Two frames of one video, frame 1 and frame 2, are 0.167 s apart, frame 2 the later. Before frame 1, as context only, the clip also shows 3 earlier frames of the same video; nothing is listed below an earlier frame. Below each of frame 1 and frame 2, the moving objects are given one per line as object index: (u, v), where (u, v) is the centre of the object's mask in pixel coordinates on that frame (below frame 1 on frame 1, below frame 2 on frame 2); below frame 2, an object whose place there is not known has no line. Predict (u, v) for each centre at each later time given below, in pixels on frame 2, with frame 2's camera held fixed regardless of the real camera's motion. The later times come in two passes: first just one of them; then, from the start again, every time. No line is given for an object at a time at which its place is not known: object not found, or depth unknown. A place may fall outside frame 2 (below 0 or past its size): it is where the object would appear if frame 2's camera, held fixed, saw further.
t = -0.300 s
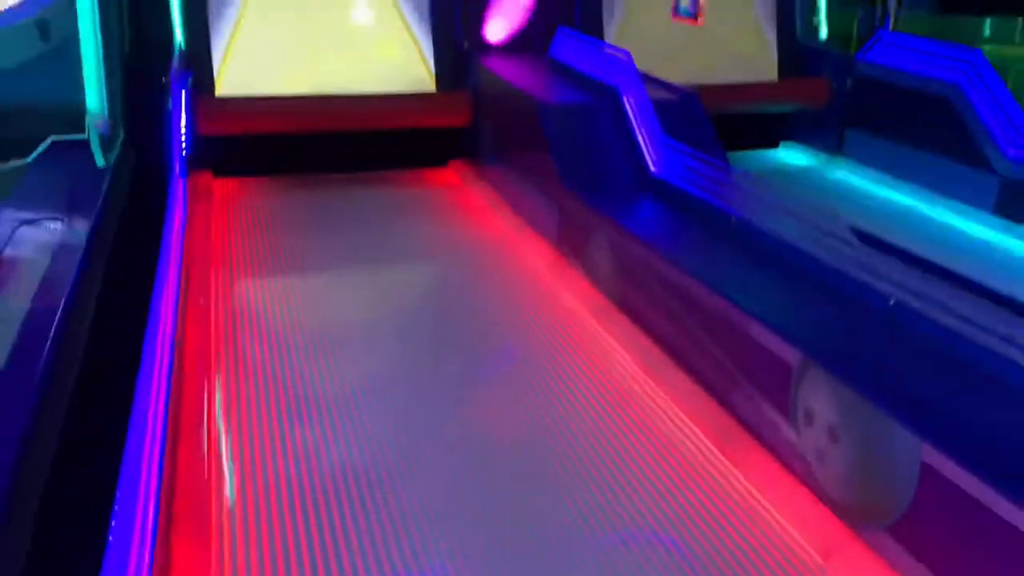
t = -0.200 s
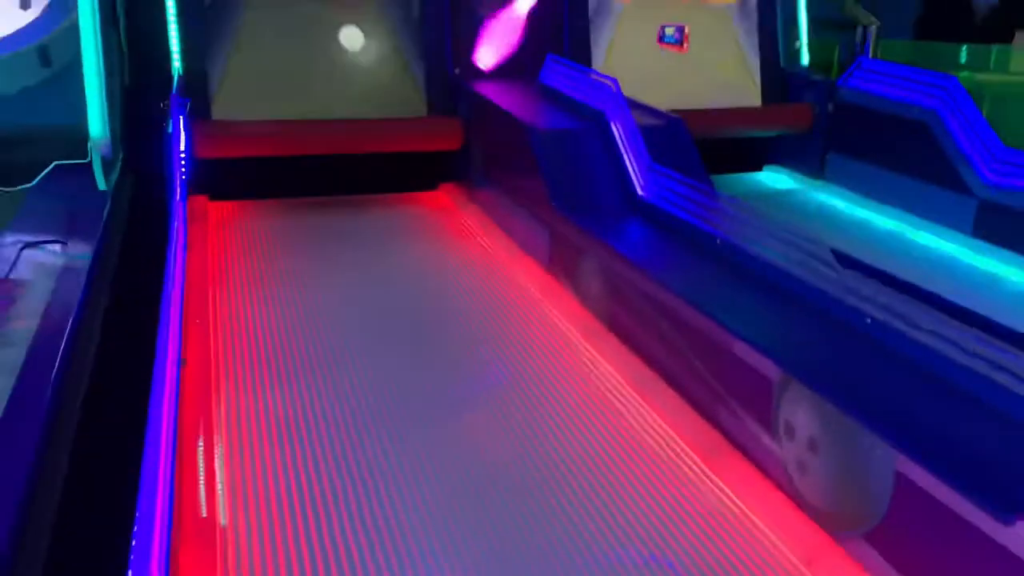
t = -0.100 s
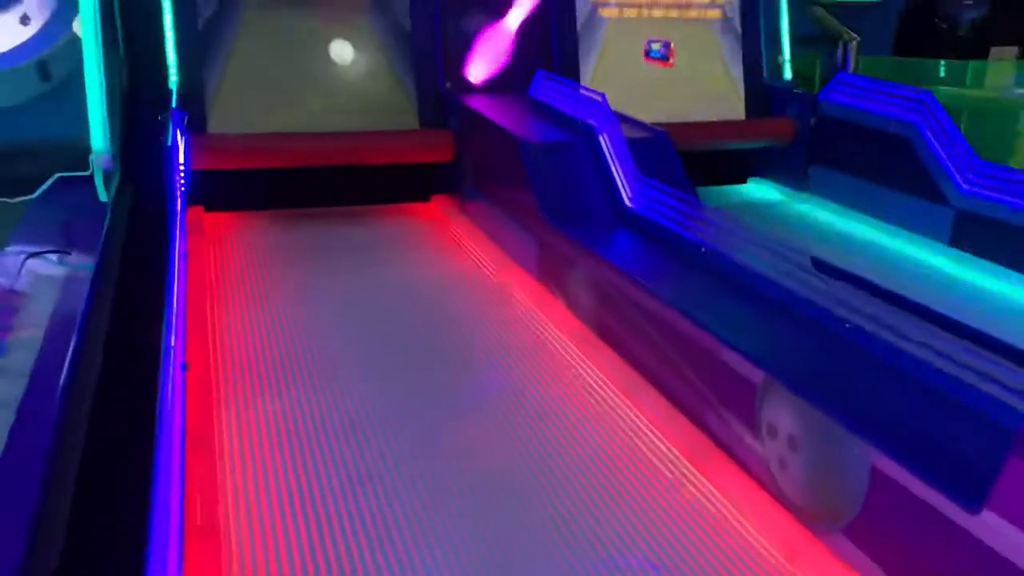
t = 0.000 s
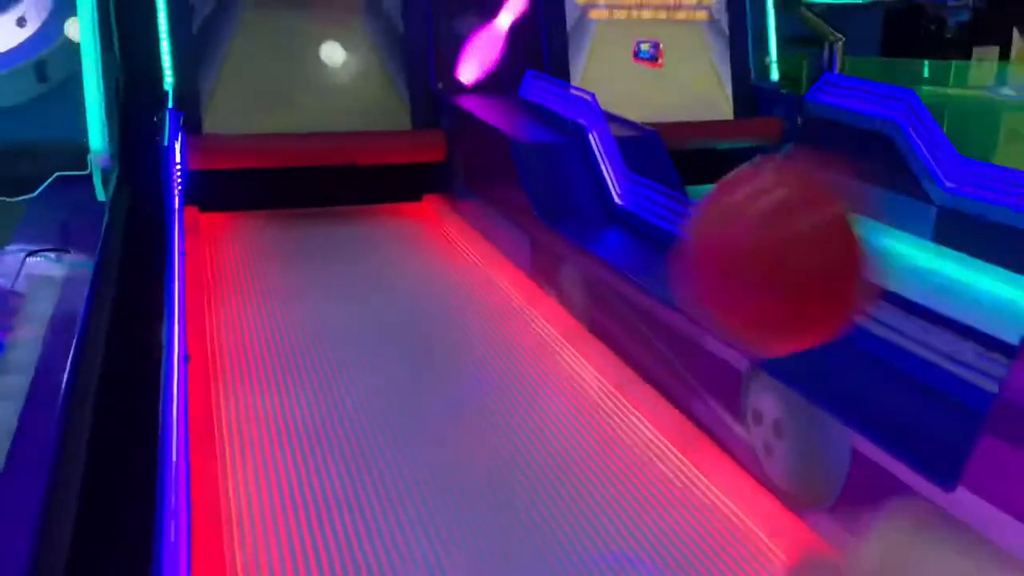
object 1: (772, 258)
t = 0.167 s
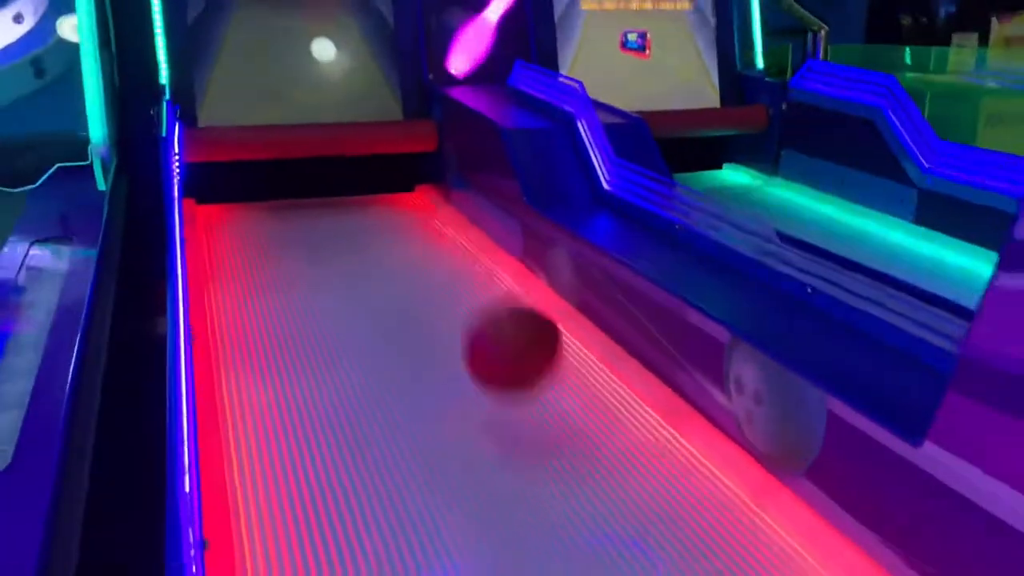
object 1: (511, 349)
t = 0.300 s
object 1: (438, 242)
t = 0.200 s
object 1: (491, 306)
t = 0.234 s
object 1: (471, 275)
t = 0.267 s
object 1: (454, 254)
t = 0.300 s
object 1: (438, 242)
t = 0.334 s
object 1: (424, 238)
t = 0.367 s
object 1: (412, 239)
